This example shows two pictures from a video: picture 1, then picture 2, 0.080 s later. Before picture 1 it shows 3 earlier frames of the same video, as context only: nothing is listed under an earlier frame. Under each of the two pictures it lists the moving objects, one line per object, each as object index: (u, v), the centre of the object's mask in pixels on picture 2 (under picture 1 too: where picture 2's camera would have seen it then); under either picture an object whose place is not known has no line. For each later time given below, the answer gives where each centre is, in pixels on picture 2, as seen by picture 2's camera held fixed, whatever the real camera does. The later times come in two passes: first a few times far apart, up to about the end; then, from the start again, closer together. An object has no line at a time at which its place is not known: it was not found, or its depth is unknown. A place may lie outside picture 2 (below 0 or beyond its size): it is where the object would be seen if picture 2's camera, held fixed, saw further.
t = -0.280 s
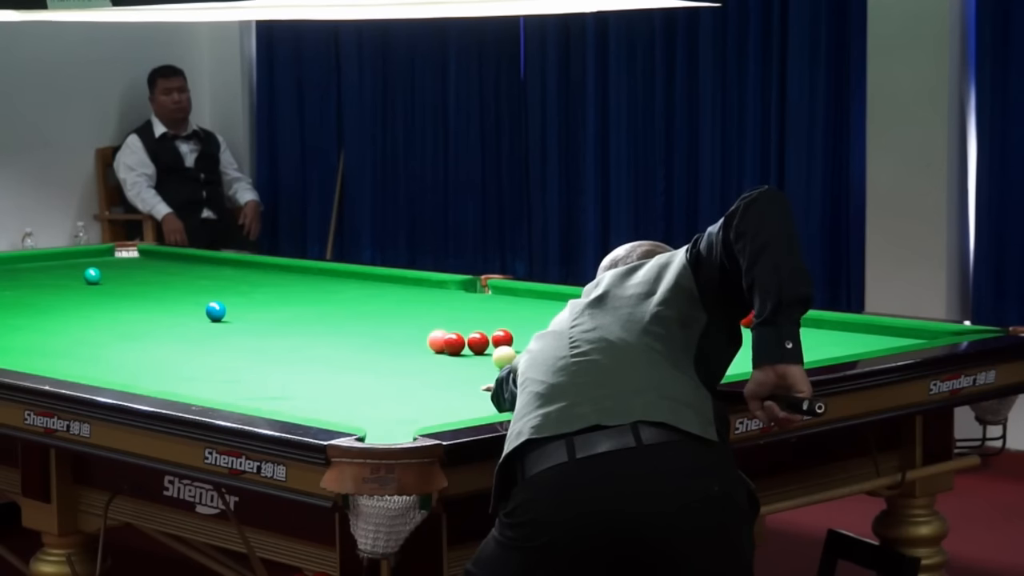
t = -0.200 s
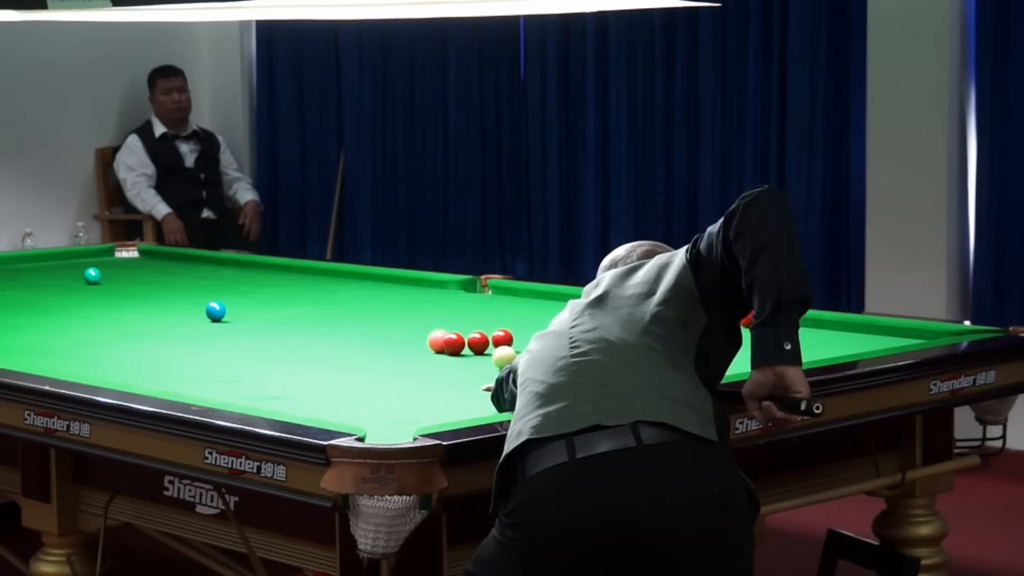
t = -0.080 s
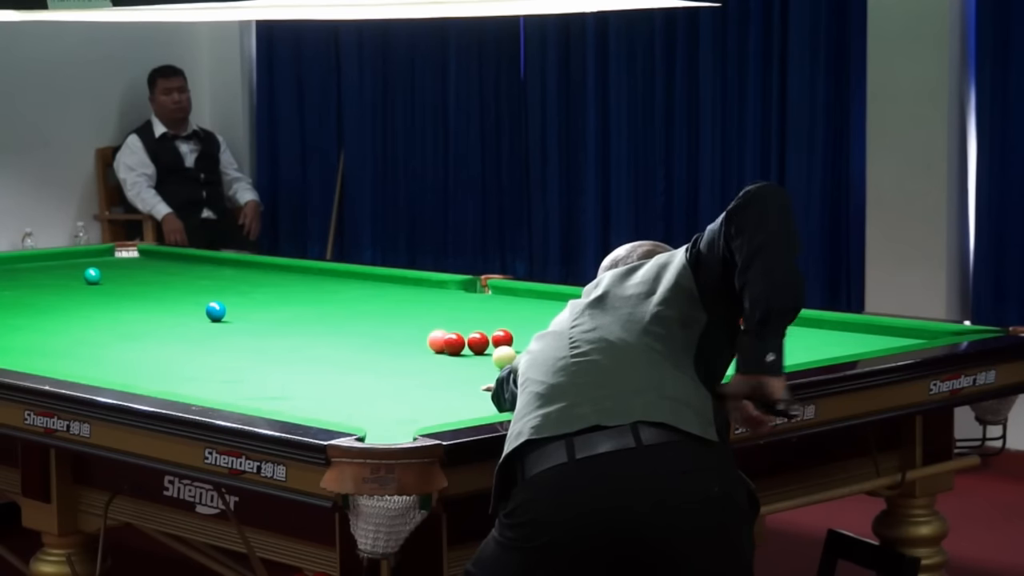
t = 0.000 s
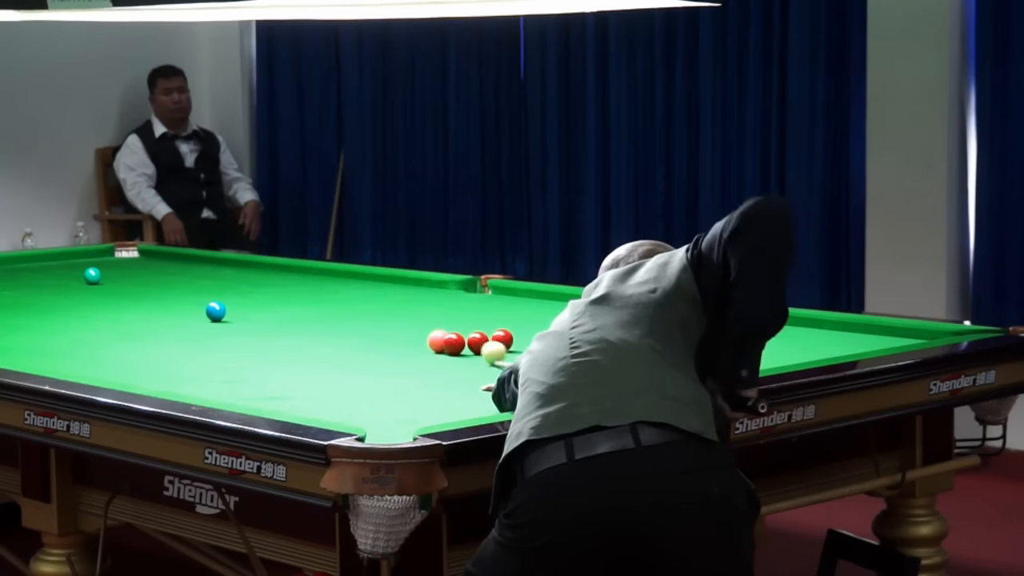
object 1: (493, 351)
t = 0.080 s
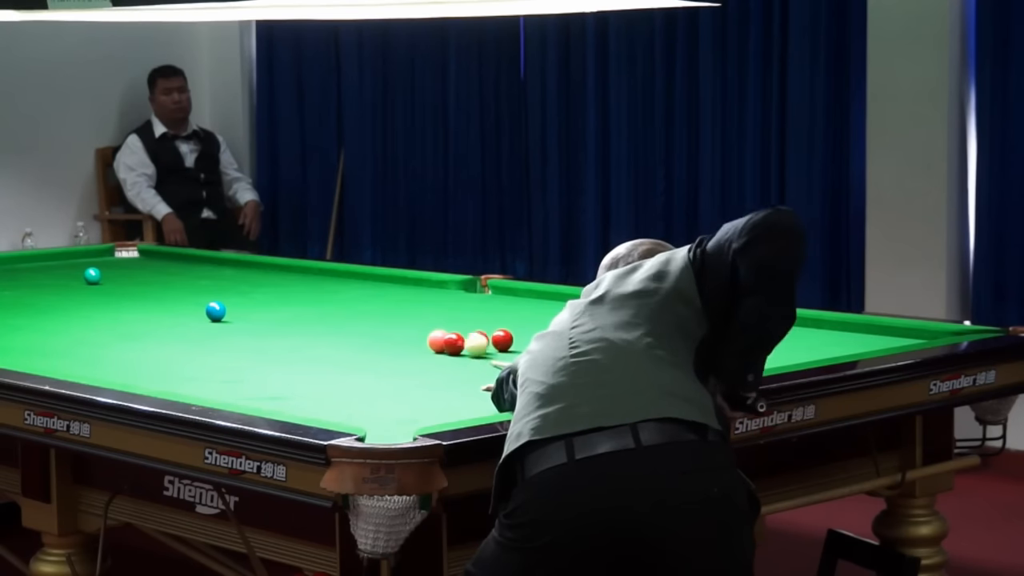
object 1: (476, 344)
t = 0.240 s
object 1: (455, 347)
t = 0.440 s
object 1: (438, 350)
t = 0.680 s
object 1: (418, 355)
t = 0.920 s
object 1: (399, 358)
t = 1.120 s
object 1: (384, 361)
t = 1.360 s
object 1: (368, 365)
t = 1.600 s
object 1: (353, 368)
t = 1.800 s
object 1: (341, 371)
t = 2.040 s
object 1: (328, 373)
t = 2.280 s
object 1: (315, 376)
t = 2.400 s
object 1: (310, 378)
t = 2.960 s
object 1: (290, 380)
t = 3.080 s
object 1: (280, 379)
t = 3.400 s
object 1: (282, 383)
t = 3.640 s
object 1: (279, 383)
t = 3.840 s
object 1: (279, 383)
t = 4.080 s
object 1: (279, 383)
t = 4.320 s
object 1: (279, 383)
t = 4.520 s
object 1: (279, 383)
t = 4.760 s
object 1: (279, 383)
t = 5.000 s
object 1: (279, 383)
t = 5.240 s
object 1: (279, 383)
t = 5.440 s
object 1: (279, 383)
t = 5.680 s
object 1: (279, 383)
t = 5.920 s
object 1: (279, 383)
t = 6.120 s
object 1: (279, 383)
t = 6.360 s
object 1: (279, 383)
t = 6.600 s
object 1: (279, 383)
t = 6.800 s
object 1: (279, 383)
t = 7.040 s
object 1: (279, 383)
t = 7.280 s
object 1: (279, 383)
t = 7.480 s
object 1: (279, 383)
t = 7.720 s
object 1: (279, 383)
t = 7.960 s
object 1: (279, 383)
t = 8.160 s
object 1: (279, 383)
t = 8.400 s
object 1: (279, 383)
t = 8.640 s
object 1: (279, 383)
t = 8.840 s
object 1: (279, 383)
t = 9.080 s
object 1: (279, 383)
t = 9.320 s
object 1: (279, 383)
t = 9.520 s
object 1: (279, 383)
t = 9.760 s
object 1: (279, 383)
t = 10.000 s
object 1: (279, 383)
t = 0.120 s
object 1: (469, 345)
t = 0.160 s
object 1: (463, 346)
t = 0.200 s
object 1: (458, 346)
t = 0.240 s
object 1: (455, 347)
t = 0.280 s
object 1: (451, 347)
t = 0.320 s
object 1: (448, 348)
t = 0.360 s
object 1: (445, 349)
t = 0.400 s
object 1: (441, 350)
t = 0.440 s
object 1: (438, 350)
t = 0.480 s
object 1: (435, 351)
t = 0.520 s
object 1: (431, 352)
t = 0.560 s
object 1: (428, 353)
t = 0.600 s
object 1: (424, 353)
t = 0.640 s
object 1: (421, 354)
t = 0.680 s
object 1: (418, 355)
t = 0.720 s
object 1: (415, 355)
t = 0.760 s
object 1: (411, 356)
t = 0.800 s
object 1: (408, 356)
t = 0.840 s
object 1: (405, 357)
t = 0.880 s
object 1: (402, 358)
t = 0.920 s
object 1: (399, 358)
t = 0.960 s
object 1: (396, 359)
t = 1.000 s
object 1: (393, 360)
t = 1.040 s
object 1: (390, 360)
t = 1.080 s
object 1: (387, 361)
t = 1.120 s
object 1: (384, 361)
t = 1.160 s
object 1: (381, 362)
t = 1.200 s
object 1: (379, 363)
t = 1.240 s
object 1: (376, 363)
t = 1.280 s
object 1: (373, 364)
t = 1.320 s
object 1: (371, 365)
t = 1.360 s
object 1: (368, 365)
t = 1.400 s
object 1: (365, 365)
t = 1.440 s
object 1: (363, 366)
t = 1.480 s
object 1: (360, 367)
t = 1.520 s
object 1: (358, 367)
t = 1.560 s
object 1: (355, 368)
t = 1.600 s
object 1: (353, 368)
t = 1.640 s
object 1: (350, 369)
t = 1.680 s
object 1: (348, 369)
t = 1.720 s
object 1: (346, 370)
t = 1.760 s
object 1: (343, 371)
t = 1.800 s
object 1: (341, 371)
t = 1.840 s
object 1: (339, 371)
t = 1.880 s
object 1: (337, 372)
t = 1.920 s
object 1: (334, 372)
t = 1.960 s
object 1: (332, 373)
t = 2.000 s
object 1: (330, 373)
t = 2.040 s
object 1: (328, 373)
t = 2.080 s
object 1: (325, 374)
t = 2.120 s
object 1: (323, 374)
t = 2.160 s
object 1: (321, 375)
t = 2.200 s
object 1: (319, 375)
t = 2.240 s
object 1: (318, 375)
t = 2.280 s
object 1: (315, 376)
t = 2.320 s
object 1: (314, 376)
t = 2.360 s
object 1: (312, 377)
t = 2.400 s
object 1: (310, 378)
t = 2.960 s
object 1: (290, 380)
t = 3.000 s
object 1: (287, 380)
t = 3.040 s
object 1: (284, 380)
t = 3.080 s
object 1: (280, 379)
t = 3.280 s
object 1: (287, 380)
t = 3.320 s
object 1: (283, 383)
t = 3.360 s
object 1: (282, 383)
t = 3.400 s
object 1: (282, 383)
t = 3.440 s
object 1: (281, 383)
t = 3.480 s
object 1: (280, 383)
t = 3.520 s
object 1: (280, 383)
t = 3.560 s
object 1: (280, 383)
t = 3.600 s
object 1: (279, 383)
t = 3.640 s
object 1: (279, 383)
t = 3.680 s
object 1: (279, 383)
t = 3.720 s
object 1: (279, 383)
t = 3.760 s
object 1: (279, 383)
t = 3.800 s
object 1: (279, 383)
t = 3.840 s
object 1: (279, 383)
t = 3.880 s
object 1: (279, 383)
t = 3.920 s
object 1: (279, 383)
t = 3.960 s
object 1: (279, 383)
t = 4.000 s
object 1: (279, 383)
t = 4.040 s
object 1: (279, 383)
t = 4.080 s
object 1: (279, 383)
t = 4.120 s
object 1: (279, 383)
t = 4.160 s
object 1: (279, 383)
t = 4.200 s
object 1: (279, 383)
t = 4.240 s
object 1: (279, 383)
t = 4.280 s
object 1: (279, 383)
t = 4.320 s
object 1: (279, 383)
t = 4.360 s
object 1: (279, 383)
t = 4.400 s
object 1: (279, 383)
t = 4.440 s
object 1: (279, 383)
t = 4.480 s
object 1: (279, 383)
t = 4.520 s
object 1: (279, 383)
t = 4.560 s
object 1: (279, 383)
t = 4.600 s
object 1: (279, 383)
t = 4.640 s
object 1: (279, 383)
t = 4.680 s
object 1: (279, 383)
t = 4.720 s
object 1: (279, 383)
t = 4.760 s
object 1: (279, 383)
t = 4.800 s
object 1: (279, 383)
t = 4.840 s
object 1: (279, 383)
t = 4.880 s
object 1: (279, 383)
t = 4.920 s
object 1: (279, 383)
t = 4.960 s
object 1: (279, 383)
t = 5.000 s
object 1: (279, 383)
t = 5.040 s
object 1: (279, 383)
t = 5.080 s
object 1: (279, 383)
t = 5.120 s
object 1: (279, 383)
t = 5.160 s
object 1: (279, 383)
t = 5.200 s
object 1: (279, 383)
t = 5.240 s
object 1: (279, 383)
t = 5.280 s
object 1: (279, 383)
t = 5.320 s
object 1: (279, 383)
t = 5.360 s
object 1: (279, 383)
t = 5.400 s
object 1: (279, 383)
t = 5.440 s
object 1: (279, 383)
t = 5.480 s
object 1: (279, 383)
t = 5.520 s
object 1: (279, 383)
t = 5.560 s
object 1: (279, 383)
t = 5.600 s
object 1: (279, 383)
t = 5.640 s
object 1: (279, 383)
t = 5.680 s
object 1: (279, 383)
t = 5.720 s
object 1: (279, 383)
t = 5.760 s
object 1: (279, 383)
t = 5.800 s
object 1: (279, 383)
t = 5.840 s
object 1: (279, 383)
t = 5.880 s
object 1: (279, 383)
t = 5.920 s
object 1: (279, 383)
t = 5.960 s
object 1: (279, 383)
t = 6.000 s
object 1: (279, 383)
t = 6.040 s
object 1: (279, 383)
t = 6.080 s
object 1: (279, 383)
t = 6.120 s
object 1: (279, 383)
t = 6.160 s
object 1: (279, 383)
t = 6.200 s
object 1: (279, 383)
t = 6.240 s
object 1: (279, 383)
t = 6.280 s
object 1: (279, 383)
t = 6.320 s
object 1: (279, 383)
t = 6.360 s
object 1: (279, 383)
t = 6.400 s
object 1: (279, 383)
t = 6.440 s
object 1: (279, 383)
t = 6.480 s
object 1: (279, 383)
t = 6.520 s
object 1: (279, 383)
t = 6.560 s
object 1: (279, 383)
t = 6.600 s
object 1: (279, 383)
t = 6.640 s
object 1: (279, 383)
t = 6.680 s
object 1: (279, 383)
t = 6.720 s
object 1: (279, 383)
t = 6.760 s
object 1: (279, 383)
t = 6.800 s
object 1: (279, 383)
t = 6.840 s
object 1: (279, 383)
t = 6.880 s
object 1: (279, 383)
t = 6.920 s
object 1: (279, 383)
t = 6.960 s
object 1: (279, 383)
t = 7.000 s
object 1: (279, 383)
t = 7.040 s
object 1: (279, 383)
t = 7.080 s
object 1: (279, 383)
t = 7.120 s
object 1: (279, 383)
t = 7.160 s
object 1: (279, 383)
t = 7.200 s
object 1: (279, 383)
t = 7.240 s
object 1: (279, 383)
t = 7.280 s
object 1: (279, 383)
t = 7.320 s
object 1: (279, 383)
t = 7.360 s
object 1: (279, 383)
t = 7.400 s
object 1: (279, 383)
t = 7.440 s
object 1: (279, 383)
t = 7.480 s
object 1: (279, 383)
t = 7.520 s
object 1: (279, 383)
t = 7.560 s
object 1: (279, 383)
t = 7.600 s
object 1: (279, 383)
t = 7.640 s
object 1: (279, 383)
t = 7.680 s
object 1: (279, 383)
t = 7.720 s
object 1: (279, 383)
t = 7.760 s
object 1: (279, 383)
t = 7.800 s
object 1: (279, 383)
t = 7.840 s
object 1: (279, 383)
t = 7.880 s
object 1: (279, 383)
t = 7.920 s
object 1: (279, 383)
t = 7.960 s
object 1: (279, 383)
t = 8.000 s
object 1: (279, 383)
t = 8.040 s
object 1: (279, 383)
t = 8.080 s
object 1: (279, 383)
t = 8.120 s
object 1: (279, 383)
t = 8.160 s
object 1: (279, 383)
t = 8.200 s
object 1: (279, 383)
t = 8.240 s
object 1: (279, 383)
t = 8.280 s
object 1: (279, 383)
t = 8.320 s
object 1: (279, 383)
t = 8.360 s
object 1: (279, 383)
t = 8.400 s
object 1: (279, 383)
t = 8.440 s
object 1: (279, 383)
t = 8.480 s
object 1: (279, 383)
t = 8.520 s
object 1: (279, 383)
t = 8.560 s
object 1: (279, 383)
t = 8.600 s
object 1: (279, 383)
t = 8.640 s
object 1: (279, 383)
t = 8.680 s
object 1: (279, 383)
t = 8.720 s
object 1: (279, 383)
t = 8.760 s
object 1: (279, 383)
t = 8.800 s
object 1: (279, 383)
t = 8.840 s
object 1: (279, 383)
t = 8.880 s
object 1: (279, 383)
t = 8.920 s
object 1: (279, 383)
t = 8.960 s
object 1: (279, 383)
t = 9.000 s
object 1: (279, 383)
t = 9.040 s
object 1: (279, 383)
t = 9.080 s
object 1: (279, 383)
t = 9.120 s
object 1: (279, 383)
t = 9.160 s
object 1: (279, 383)
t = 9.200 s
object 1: (279, 383)
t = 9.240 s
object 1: (279, 383)
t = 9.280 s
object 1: (279, 383)
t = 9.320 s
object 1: (279, 383)
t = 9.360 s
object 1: (279, 383)
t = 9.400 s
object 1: (279, 383)
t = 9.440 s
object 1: (279, 383)
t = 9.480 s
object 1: (279, 383)
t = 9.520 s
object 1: (279, 383)
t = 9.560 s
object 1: (279, 383)
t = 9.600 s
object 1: (279, 383)
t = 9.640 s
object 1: (279, 383)
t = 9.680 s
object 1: (279, 383)
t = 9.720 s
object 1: (279, 383)
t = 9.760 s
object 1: (279, 383)
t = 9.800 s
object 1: (279, 383)
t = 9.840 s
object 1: (279, 383)
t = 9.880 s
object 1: (279, 383)
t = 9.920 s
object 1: (279, 383)
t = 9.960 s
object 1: (279, 383)
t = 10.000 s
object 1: (279, 383)
